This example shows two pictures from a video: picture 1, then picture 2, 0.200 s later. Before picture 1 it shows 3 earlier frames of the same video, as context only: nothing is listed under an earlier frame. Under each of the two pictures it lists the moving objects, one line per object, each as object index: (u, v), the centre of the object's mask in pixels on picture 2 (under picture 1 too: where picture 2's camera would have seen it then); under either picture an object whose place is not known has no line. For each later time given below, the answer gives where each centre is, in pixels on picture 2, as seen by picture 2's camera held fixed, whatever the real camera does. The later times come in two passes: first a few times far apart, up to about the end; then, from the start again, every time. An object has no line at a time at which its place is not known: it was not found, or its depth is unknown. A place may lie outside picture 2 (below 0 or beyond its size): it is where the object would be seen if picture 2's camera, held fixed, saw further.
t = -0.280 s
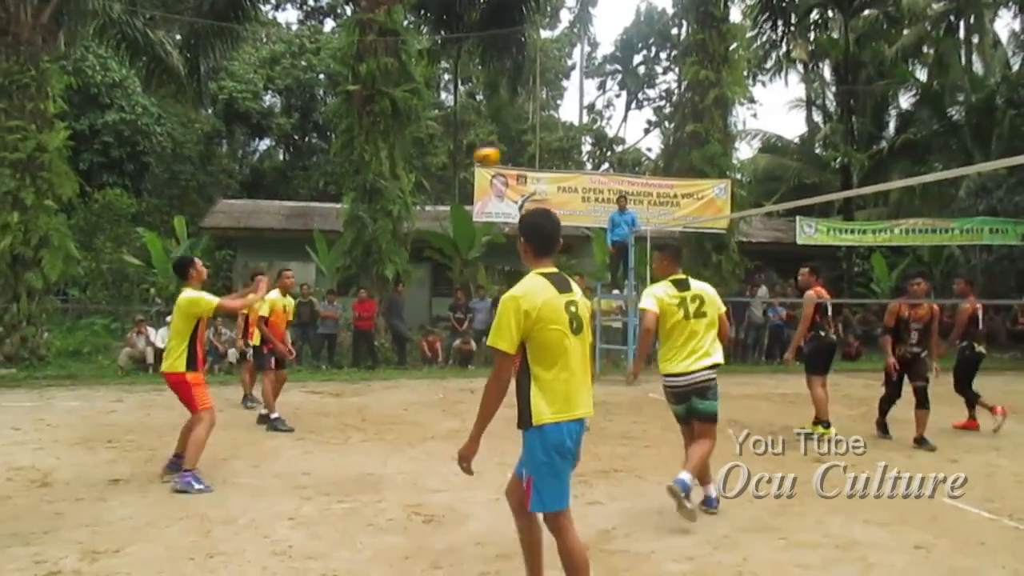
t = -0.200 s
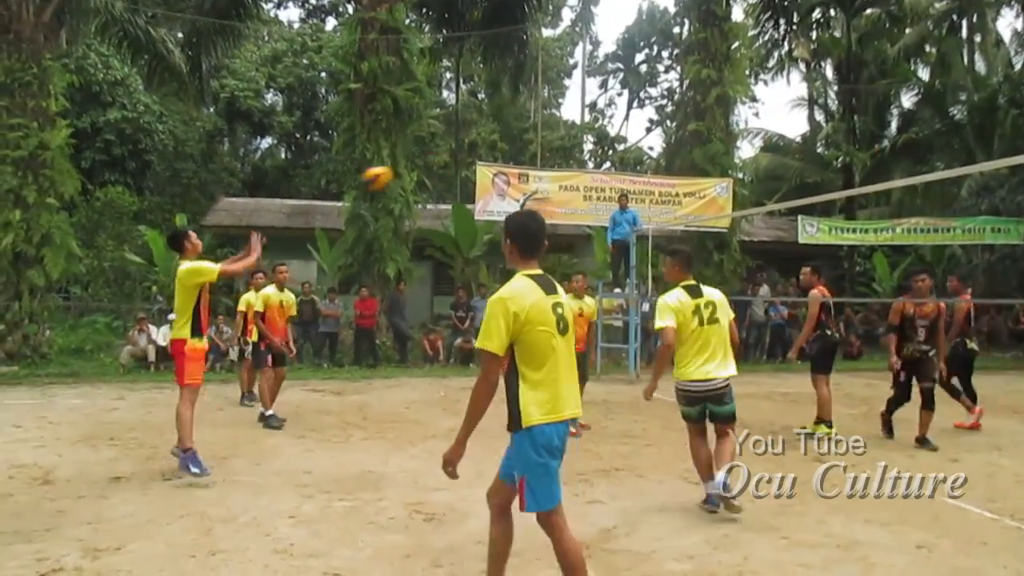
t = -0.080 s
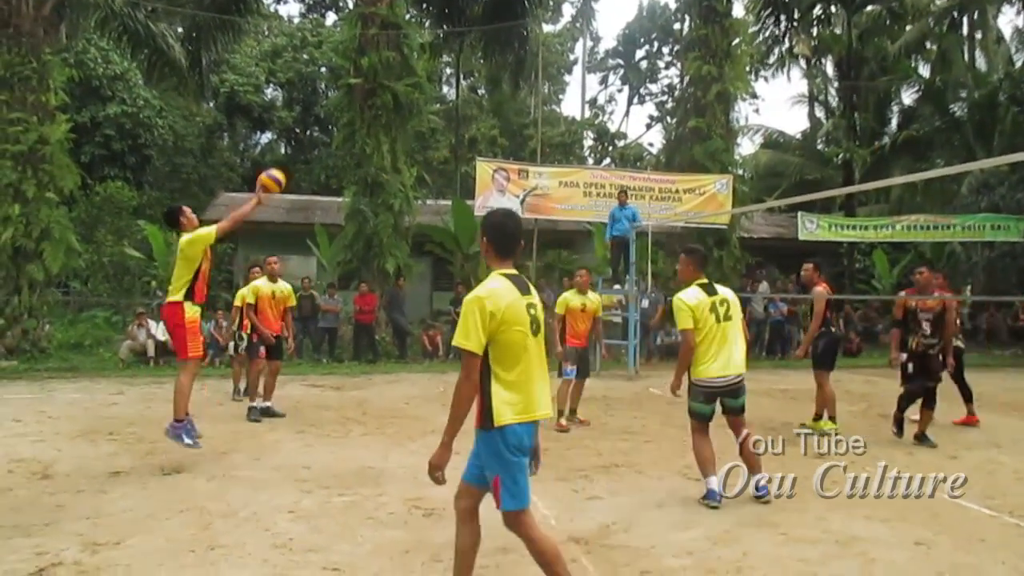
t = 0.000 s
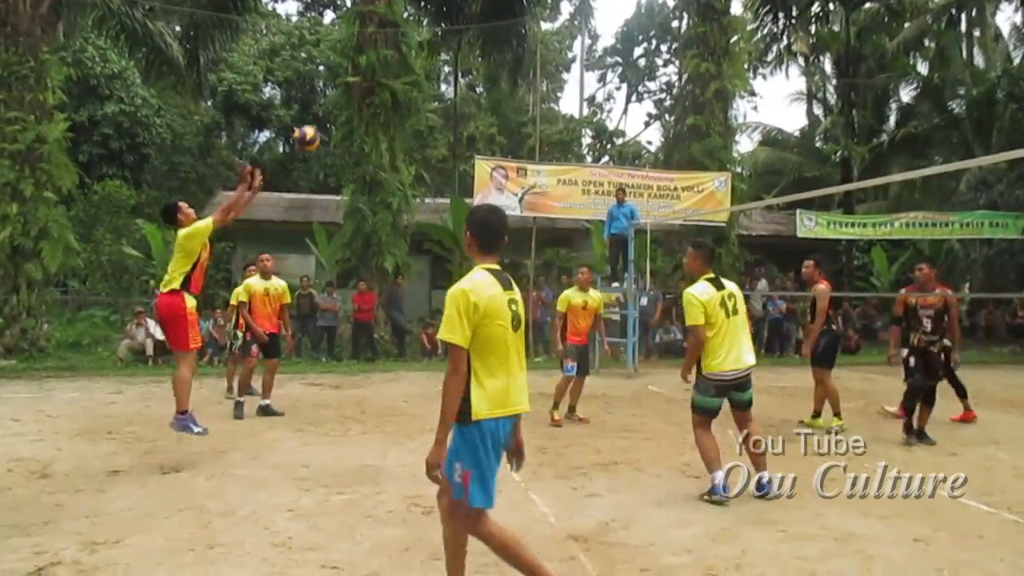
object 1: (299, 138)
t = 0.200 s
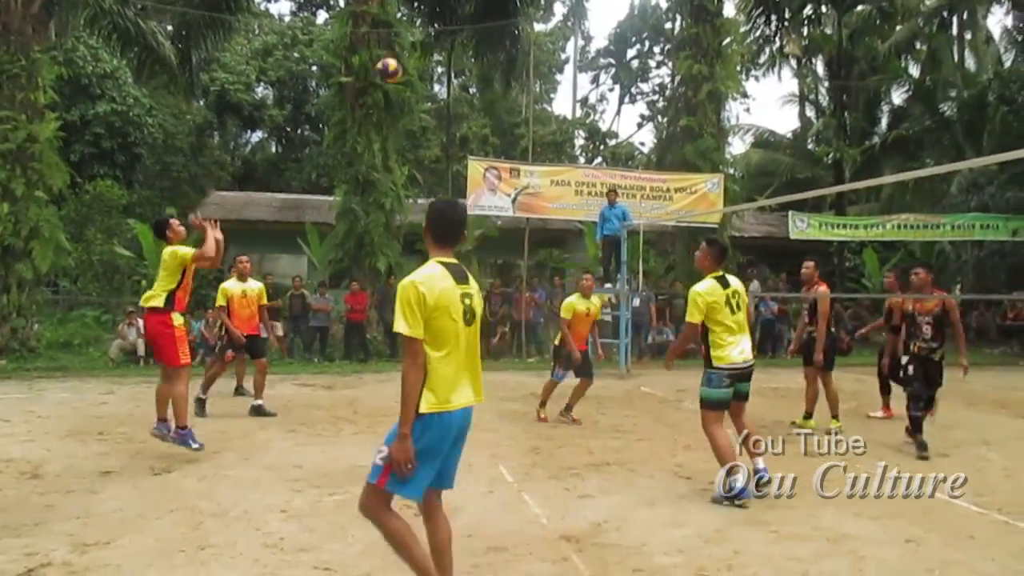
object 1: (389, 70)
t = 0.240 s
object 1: (407, 63)
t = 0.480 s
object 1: (510, 55)
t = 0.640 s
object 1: (578, 87)
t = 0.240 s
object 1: (407, 63)
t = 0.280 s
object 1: (424, 56)
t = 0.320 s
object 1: (442, 53)
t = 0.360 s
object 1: (459, 50)
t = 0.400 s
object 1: (476, 50)
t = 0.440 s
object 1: (494, 51)
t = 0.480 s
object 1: (510, 55)
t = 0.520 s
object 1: (529, 61)
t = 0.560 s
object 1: (544, 67)
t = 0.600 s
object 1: (560, 76)
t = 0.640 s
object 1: (578, 87)
